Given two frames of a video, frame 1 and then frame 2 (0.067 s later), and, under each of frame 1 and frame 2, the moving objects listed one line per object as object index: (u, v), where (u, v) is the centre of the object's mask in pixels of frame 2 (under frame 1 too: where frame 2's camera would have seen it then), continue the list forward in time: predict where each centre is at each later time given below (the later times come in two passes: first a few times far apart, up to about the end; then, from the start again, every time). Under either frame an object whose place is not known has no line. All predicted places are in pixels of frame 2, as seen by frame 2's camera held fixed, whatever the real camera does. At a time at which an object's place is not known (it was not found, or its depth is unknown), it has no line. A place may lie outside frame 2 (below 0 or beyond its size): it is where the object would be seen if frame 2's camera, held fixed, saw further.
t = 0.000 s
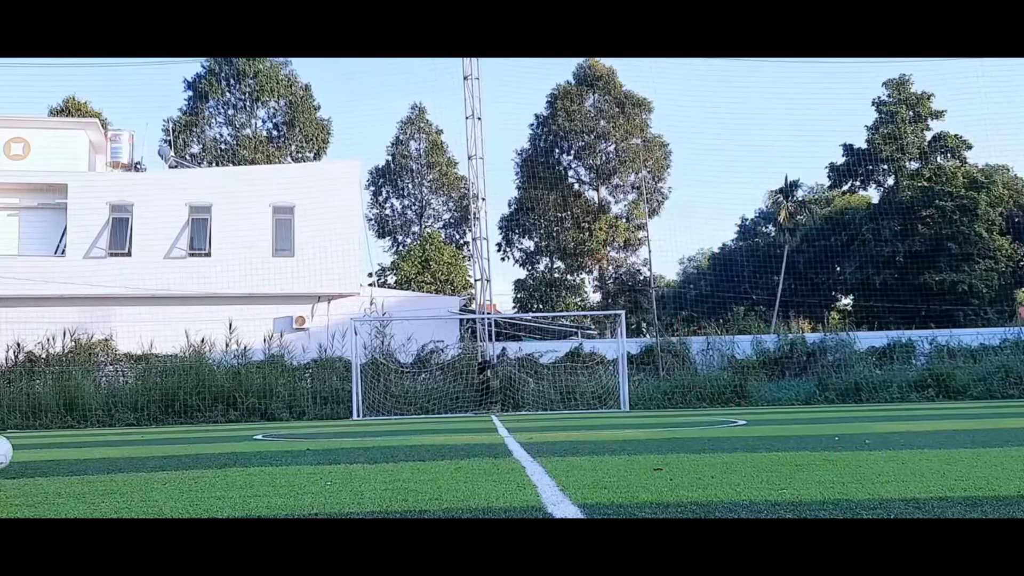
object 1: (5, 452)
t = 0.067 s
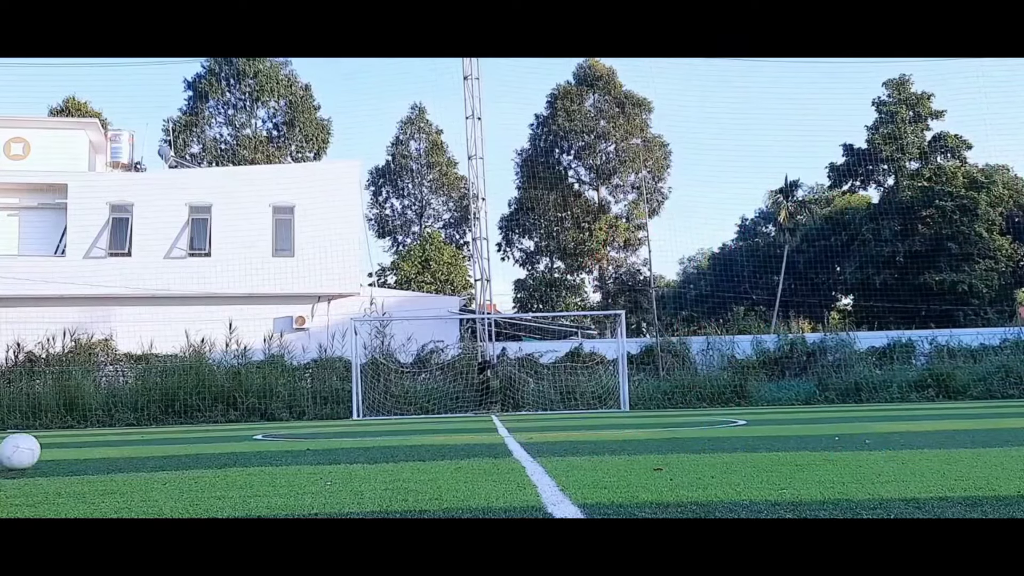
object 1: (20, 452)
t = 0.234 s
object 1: (83, 448)
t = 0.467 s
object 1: (167, 444)
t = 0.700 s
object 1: (245, 440)
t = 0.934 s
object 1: (316, 436)
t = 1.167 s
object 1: (382, 434)
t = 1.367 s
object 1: (434, 432)
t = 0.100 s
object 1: (32, 451)
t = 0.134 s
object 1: (45, 450)
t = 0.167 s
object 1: (57, 450)
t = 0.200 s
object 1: (70, 448)
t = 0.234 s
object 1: (83, 448)
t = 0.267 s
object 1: (95, 448)
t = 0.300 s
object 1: (108, 447)
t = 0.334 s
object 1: (120, 447)
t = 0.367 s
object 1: (132, 446)
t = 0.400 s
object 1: (144, 446)
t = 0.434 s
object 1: (156, 445)
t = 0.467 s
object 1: (167, 444)
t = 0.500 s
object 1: (179, 444)
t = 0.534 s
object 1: (190, 443)
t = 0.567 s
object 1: (202, 442)
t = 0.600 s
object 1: (213, 442)
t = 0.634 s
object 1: (224, 441)
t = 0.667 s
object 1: (234, 441)
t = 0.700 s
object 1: (245, 440)
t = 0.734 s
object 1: (256, 439)
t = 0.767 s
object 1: (266, 439)
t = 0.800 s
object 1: (277, 438)
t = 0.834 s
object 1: (286, 438)
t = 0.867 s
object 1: (297, 437)
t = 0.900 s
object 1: (307, 436)
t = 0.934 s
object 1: (316, 436)
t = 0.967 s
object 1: (326, 436)
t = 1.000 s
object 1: (336, 435)
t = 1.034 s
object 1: (345, 435)
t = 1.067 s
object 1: (355, 435)
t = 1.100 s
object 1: (364, 435)
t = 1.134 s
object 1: (373, 435)
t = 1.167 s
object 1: (382, 434)
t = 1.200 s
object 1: (391, 434)
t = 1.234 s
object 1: (400, 433)
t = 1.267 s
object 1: (409, 433)
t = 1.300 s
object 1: (418, 433)
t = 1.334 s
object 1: (426, 432)
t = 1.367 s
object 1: (434, 432)
